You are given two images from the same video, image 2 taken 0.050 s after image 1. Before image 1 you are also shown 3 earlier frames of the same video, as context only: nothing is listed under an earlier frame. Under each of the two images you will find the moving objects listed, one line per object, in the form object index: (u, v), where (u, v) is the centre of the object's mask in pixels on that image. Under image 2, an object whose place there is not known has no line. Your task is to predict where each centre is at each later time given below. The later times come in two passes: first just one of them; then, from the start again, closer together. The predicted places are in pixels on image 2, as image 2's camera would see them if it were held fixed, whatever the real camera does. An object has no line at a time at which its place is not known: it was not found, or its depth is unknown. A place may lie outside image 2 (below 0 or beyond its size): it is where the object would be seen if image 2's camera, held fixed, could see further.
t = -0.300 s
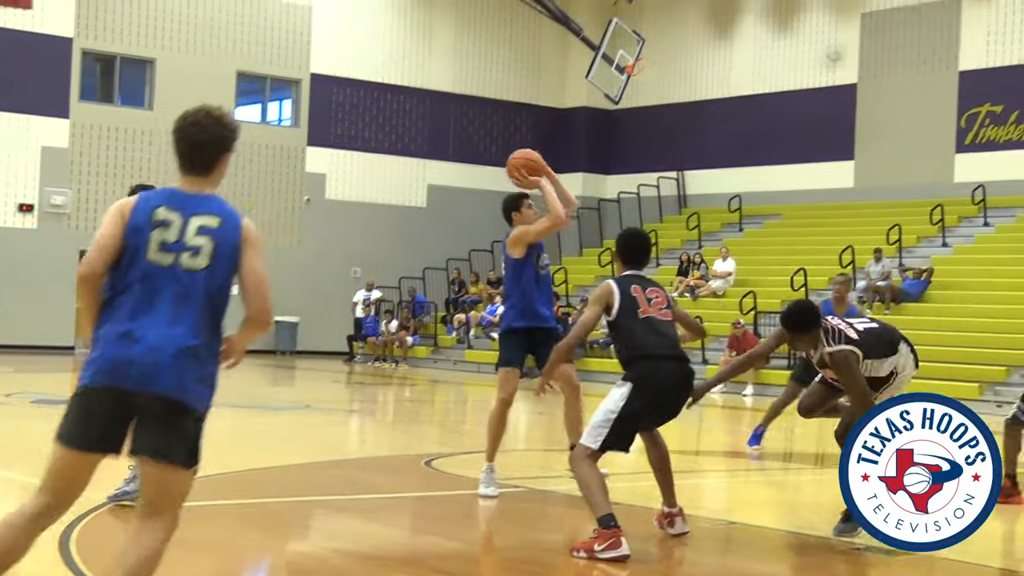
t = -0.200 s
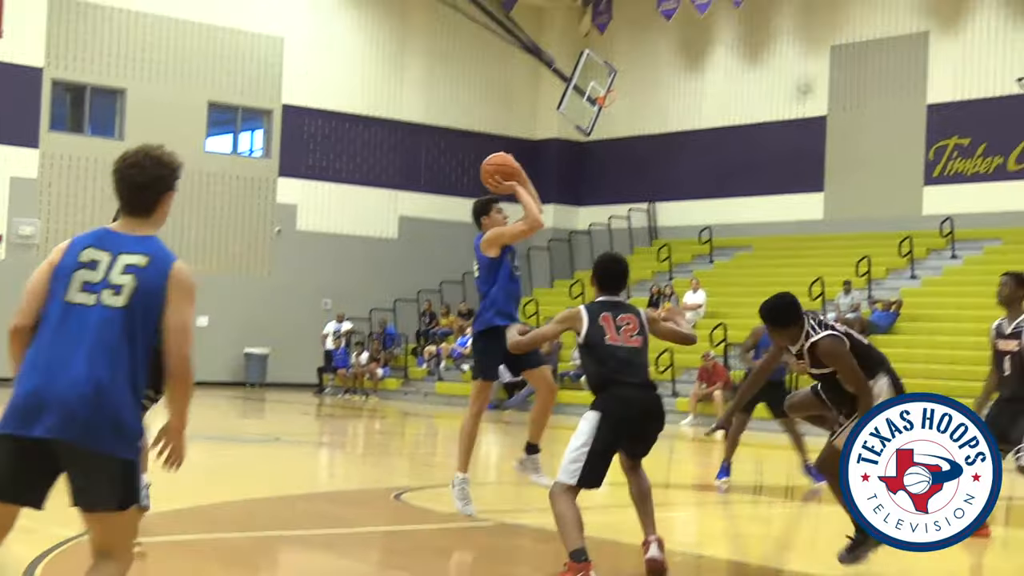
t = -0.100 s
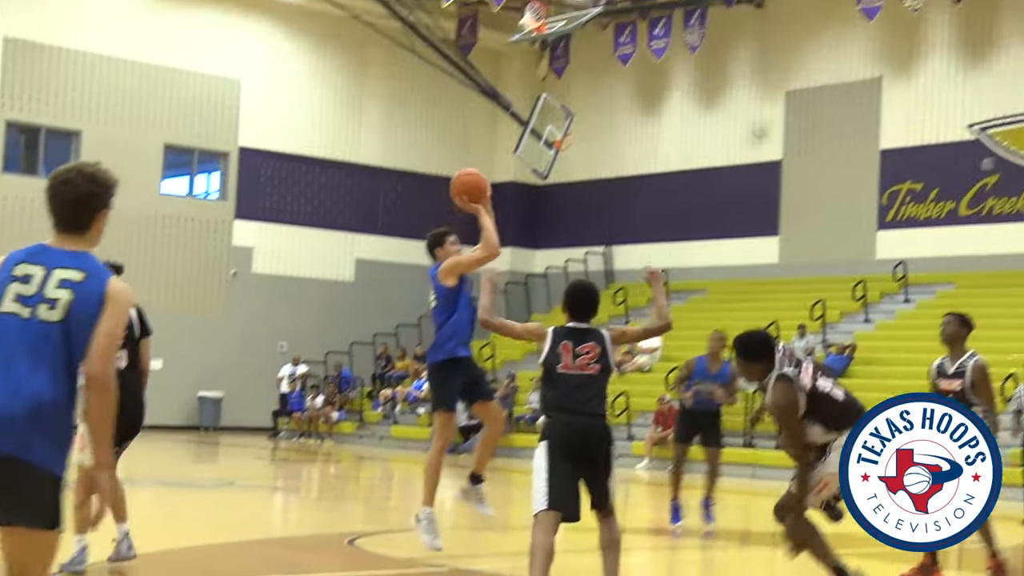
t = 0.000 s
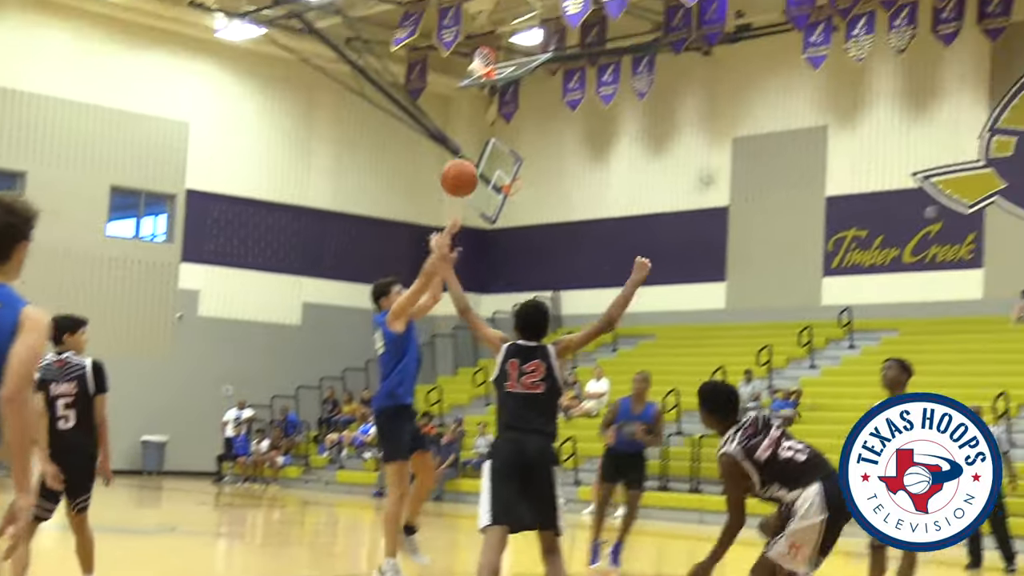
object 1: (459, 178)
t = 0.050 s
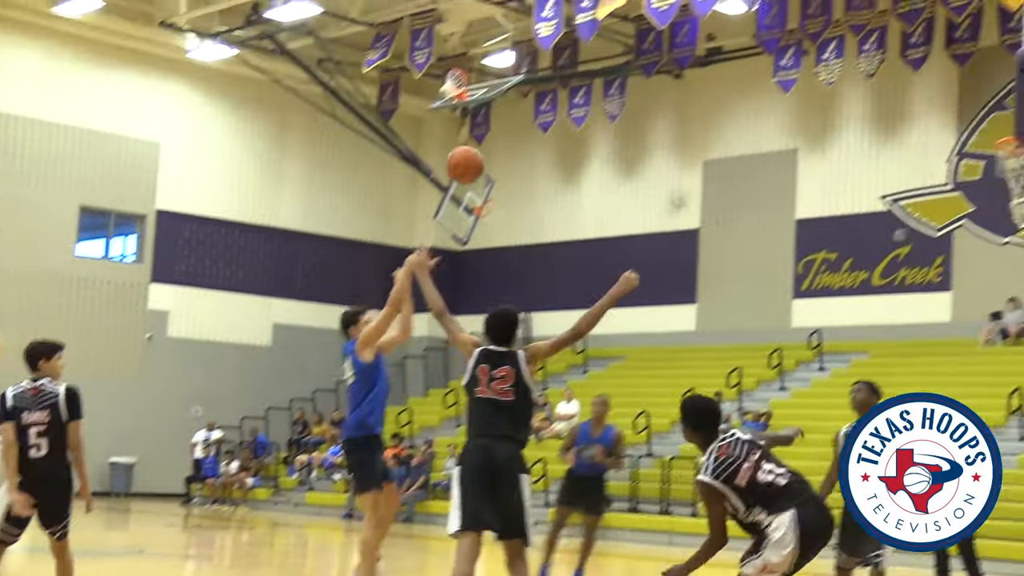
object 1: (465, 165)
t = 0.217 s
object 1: (571, 81)
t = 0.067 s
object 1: (475, 154)
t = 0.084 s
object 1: (485, 145)
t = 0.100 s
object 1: (496, 135)
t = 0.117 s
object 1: (507, 125)
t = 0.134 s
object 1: (519, 117)
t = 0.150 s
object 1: (528, 109)
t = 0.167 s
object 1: (539, 101)
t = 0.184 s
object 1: (550, 94)
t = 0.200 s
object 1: (560, 87)
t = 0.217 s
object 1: (571, 81)
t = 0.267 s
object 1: (606, 61)
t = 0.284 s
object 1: (617, 56)
